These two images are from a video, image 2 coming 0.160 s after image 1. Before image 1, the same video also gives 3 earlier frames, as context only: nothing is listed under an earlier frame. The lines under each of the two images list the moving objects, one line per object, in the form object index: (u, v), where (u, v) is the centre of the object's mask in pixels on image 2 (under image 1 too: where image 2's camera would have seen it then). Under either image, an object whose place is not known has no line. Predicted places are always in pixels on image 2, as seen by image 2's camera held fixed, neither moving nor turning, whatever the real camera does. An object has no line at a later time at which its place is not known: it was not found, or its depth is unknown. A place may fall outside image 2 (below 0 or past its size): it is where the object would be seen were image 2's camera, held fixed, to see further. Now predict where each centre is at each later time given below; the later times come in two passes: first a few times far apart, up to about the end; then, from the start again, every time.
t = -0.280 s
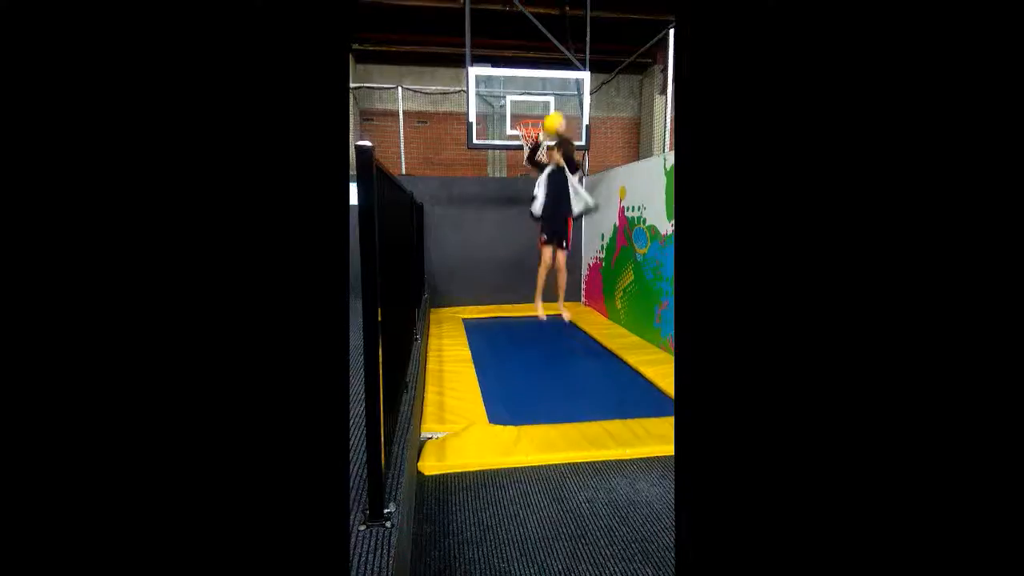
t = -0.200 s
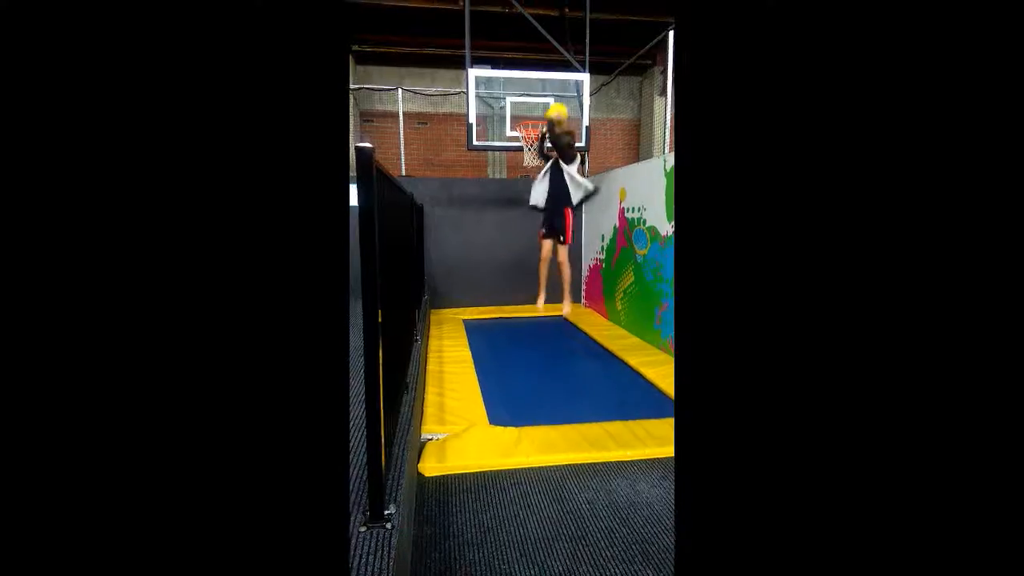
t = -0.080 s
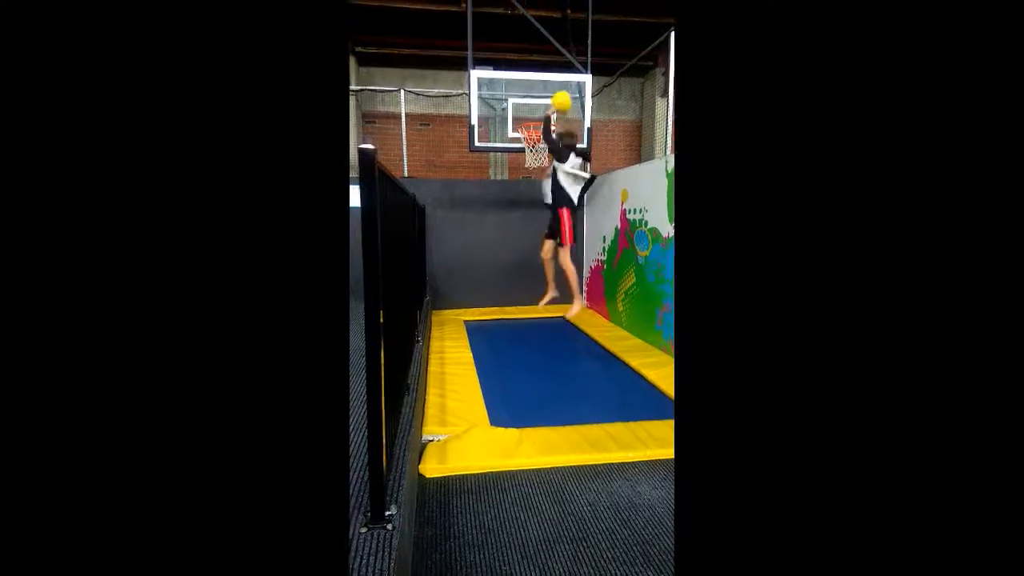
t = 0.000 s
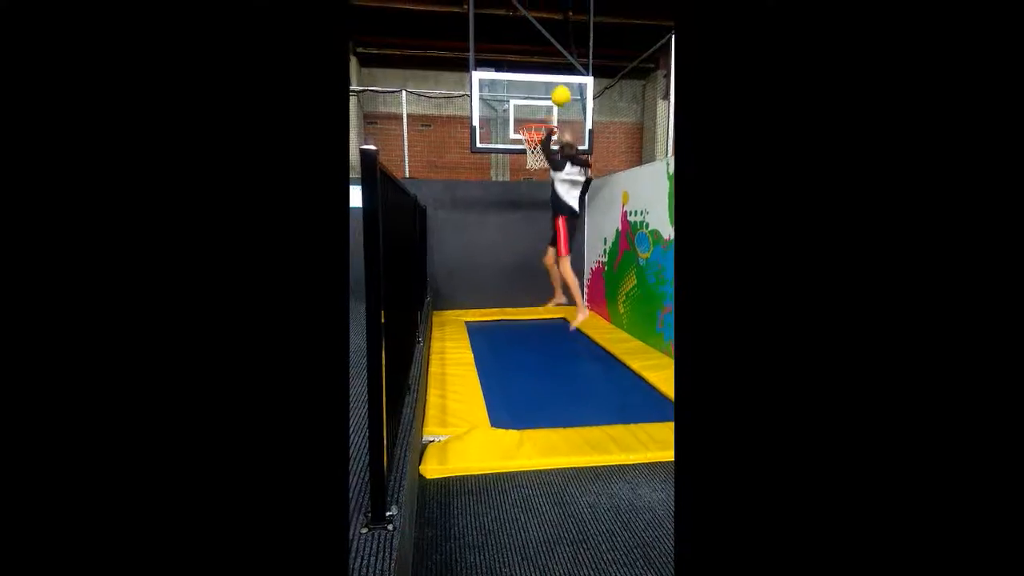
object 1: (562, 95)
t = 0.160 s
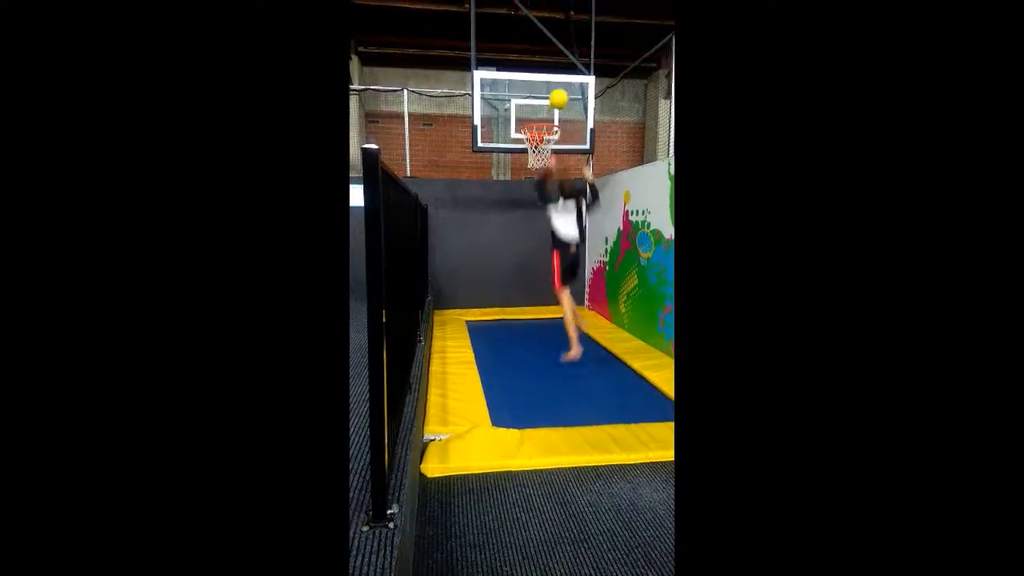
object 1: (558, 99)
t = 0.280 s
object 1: (554, 116)
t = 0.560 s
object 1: (540, 128)
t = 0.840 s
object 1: (530, 147)
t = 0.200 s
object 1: (557, 102)
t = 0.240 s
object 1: (556, 108)
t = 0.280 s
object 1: (554, 116)
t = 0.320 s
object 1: (553, 118)
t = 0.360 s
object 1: (553, 118)
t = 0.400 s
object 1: (551, 119)
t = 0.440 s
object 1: (549, 120)
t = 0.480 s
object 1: (546, 127)
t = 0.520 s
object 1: (544, 127)
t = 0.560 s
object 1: (540, 128)
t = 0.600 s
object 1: (536, 129)
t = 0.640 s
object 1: (532, 133)
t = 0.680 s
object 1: (531, 134)
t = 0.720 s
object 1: (530, 137)
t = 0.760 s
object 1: (528, 141)
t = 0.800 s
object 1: (528, 144)
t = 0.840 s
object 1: (530, 147)
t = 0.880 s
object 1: (531, 150)
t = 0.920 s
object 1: (533, 154)
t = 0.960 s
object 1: (535, 157)
